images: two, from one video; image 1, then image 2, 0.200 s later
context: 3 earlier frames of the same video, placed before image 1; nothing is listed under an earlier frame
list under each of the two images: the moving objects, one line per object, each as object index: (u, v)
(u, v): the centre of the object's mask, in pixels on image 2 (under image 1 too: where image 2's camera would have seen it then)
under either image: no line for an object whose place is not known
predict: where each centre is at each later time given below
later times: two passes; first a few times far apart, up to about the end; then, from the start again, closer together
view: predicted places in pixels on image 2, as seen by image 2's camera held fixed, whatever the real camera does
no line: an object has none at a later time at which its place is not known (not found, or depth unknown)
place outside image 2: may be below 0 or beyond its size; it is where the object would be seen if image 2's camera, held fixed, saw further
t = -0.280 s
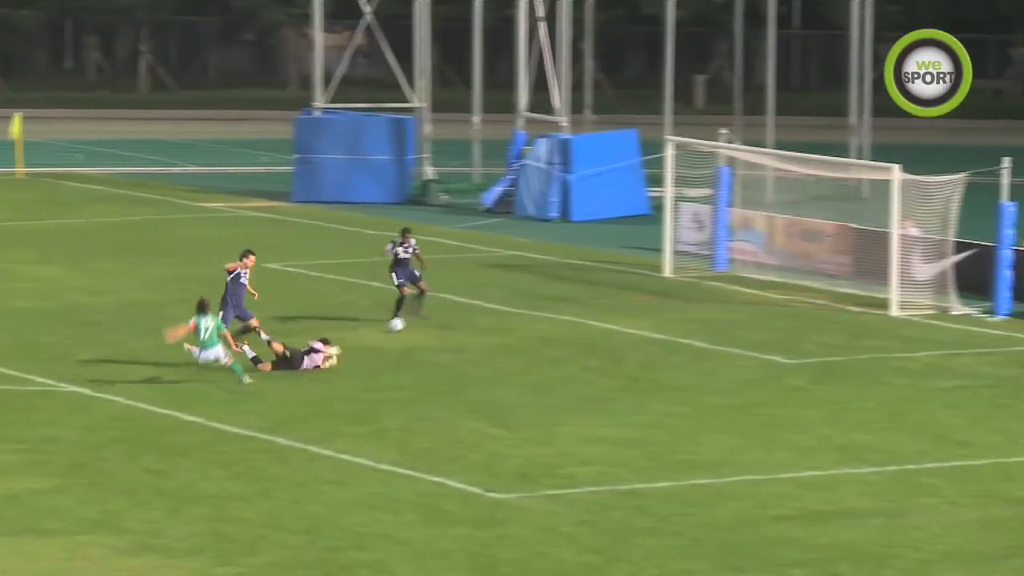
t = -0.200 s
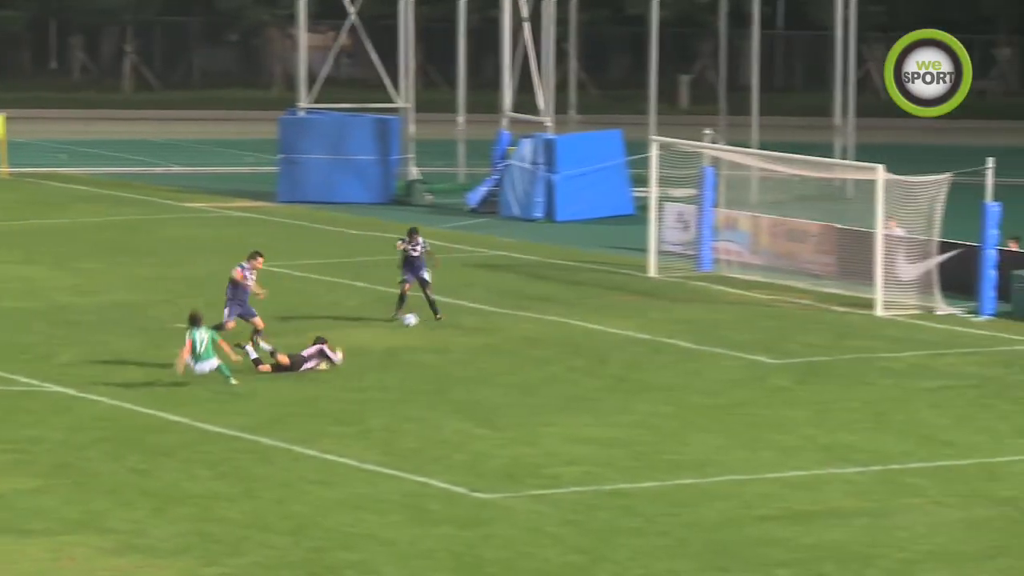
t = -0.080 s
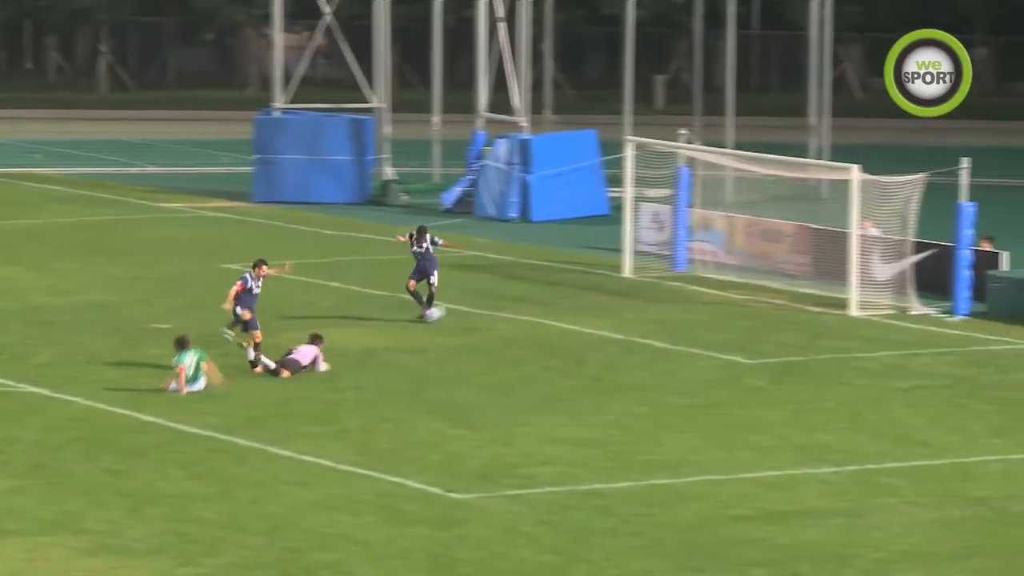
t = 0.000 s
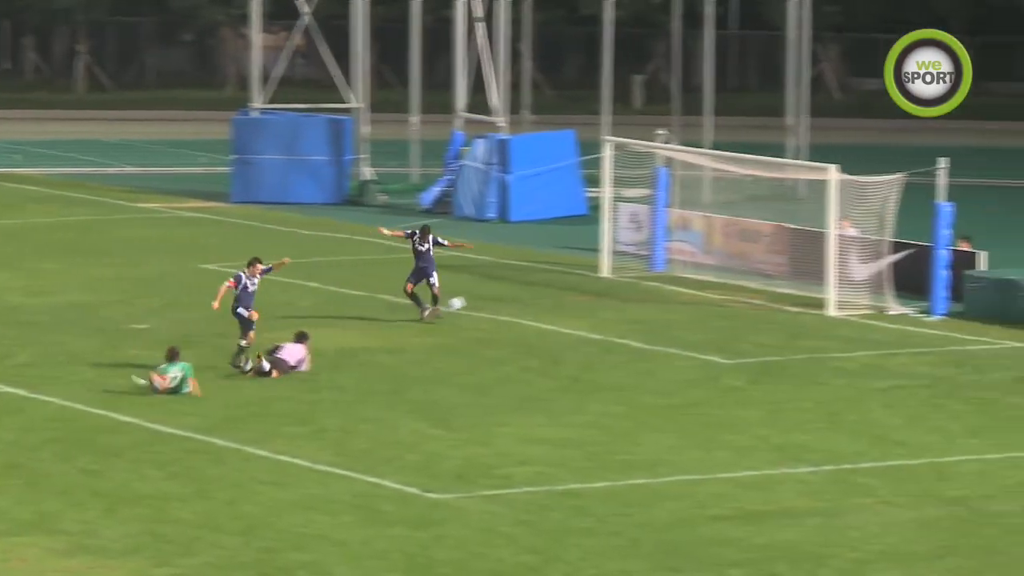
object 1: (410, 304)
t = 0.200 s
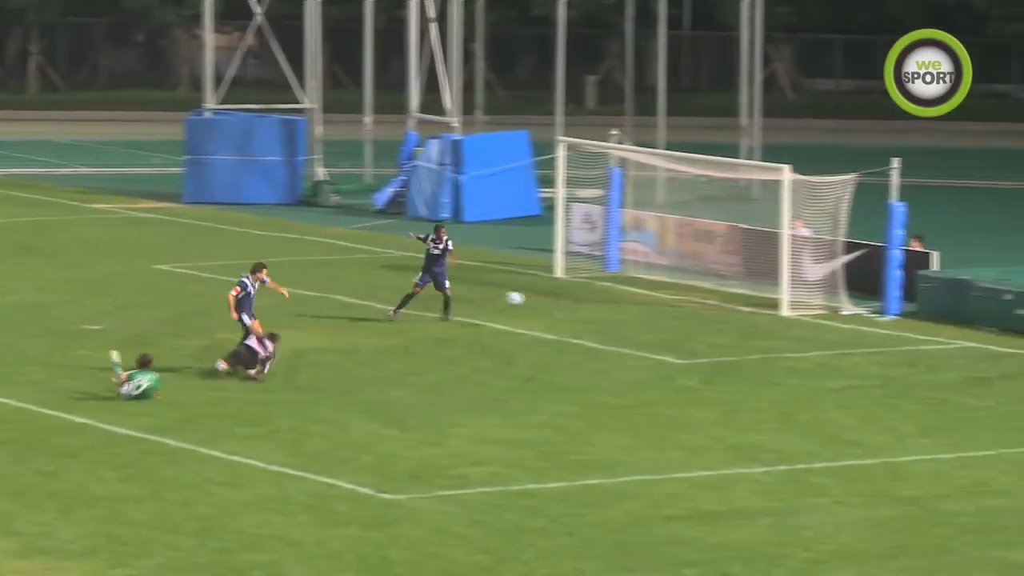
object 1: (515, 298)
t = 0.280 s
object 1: (555, 302)
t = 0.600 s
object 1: (704, 323)
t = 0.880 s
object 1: (820, 329)
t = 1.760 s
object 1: (1093, 343)
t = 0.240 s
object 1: (534, 300)
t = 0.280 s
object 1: (555, 302)
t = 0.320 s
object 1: (575, 306)
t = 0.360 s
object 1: (595, 311)
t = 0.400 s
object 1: (615, 318)
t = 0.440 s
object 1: (634, 324)
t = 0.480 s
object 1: (652, 324)
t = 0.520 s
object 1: (670, 323)
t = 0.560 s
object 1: (687, 322)
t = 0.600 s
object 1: (704, 323)
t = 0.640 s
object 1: (721, 324)
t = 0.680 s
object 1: (738, 327)
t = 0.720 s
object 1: (754, 327)
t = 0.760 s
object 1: (771, 327)
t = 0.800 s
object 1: (787, 327)
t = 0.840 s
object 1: (803, 328)
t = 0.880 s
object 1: (820, 329)
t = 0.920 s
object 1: (837, 330)
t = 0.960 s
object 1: (852, 330)
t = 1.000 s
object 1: (868, 330)
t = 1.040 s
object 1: (883, 331)
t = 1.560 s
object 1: (1080, 338)
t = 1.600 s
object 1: (1084, 337)
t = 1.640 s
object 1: (1087, 338)
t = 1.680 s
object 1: (1088, 339)
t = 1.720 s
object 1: (1091, 341)
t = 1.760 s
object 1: (1093, 343)
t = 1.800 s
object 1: (1094, 345)
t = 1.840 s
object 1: (1098, 343)
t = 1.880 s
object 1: (1101, 342)
